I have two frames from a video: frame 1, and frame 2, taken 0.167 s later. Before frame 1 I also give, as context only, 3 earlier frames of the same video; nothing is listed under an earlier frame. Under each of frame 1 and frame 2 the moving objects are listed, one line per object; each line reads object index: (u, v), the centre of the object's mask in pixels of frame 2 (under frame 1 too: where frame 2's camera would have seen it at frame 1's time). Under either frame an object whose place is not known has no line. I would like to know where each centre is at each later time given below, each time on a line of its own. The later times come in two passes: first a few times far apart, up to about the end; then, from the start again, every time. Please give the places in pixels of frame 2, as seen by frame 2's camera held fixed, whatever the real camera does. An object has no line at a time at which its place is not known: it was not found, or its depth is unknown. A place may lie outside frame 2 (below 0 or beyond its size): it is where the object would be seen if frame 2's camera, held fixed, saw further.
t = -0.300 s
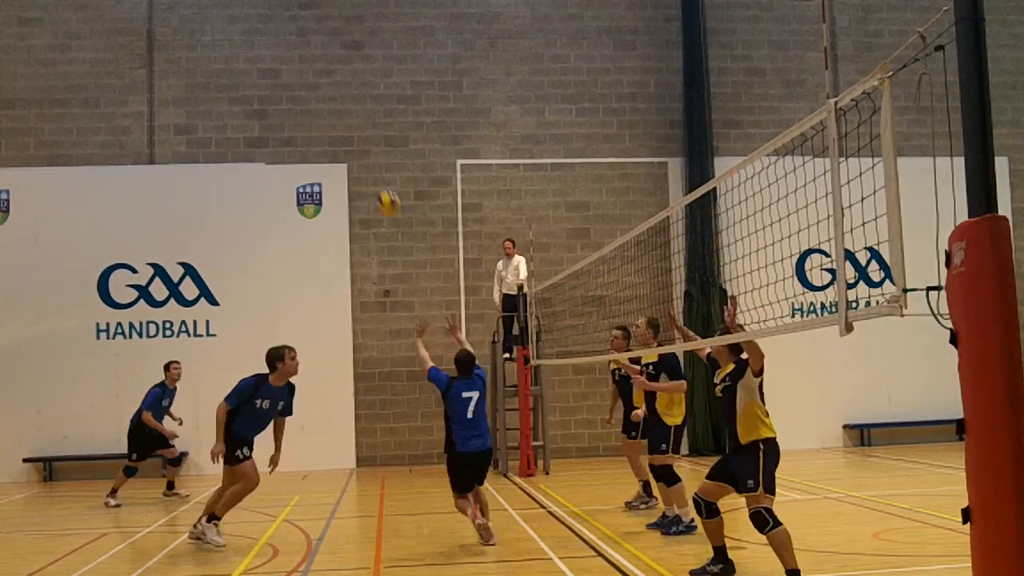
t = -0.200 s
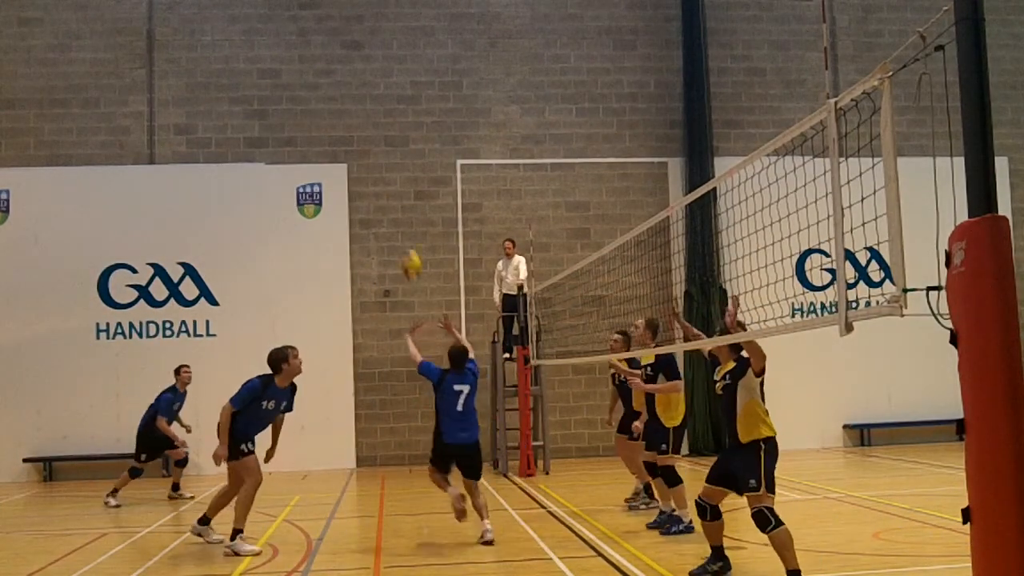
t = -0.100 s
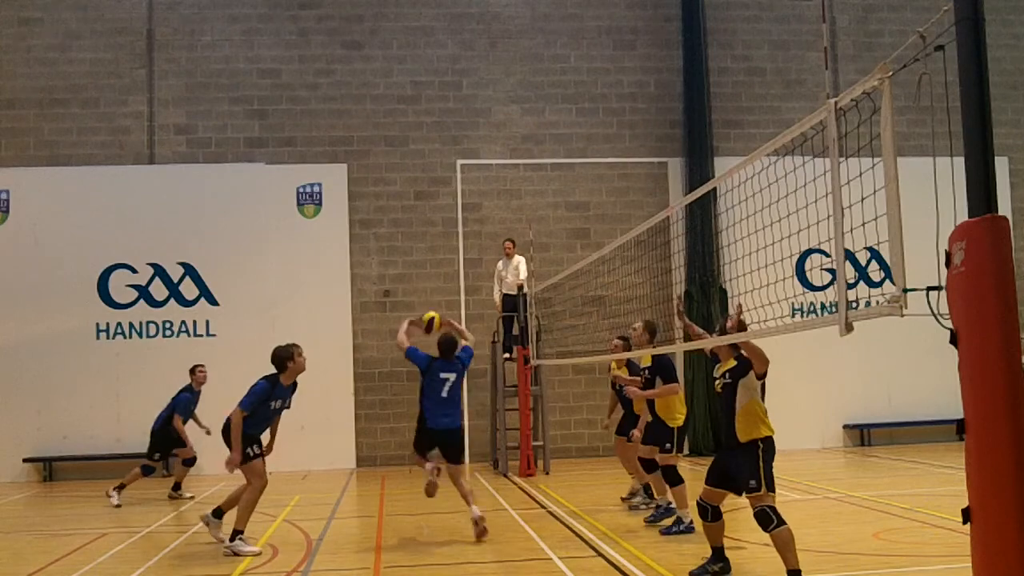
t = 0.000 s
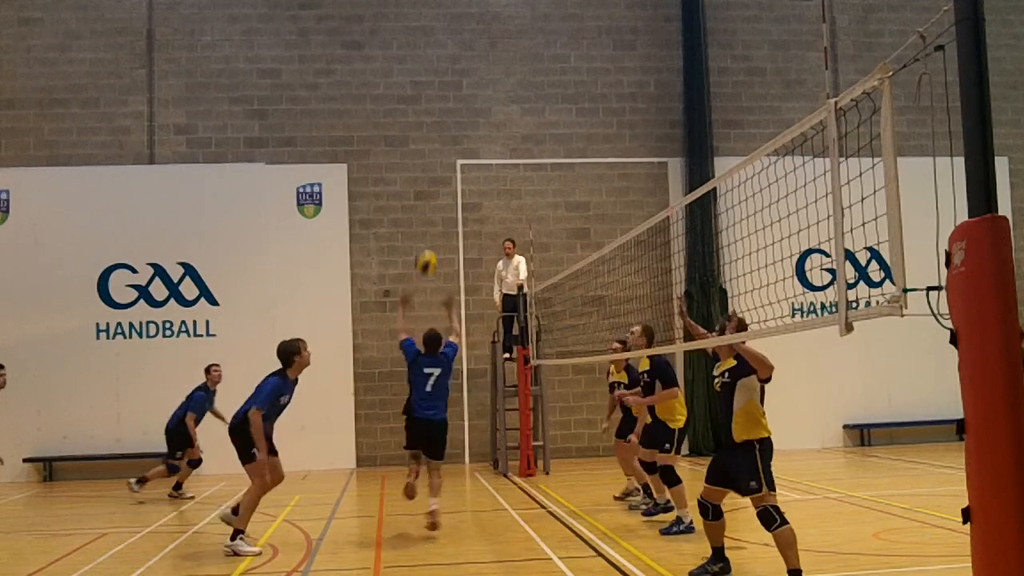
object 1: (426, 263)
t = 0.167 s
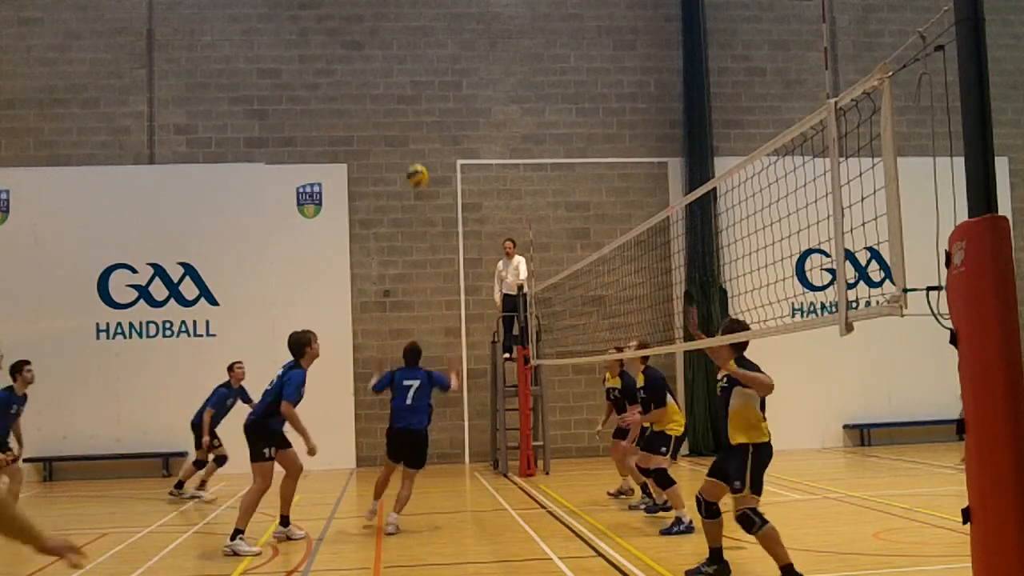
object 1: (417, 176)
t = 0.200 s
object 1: (416, 162)
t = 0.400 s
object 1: (410, 113)
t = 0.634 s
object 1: (406, 103)
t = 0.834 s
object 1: (402, 132)
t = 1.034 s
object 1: (402, 193)
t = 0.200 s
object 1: (416, 162)
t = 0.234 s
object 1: (415, 152)
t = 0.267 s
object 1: (414, 142)
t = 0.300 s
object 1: (413, 134)
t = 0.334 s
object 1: (411, 125)
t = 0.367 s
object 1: (411, 118)
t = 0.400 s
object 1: (410, 113)
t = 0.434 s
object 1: (409, 108)
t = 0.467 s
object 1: (409, 105)
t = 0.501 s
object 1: (408, 103)
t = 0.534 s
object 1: (407, 102)
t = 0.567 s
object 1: (407, 101)
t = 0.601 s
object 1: (406, 102)
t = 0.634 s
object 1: (406, 103)
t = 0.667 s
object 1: (405, 106)
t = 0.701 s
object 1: (404, 109)
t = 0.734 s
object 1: (403, 113)
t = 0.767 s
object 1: (402, 118)
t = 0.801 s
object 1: (402, 125)
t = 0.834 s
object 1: (402, 132)
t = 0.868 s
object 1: (402, 141)
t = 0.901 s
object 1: (402, 150)
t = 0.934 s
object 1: (402, 160)
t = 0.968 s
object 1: (402, 170)
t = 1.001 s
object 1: (401, 181)
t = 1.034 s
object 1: (402, 193)
